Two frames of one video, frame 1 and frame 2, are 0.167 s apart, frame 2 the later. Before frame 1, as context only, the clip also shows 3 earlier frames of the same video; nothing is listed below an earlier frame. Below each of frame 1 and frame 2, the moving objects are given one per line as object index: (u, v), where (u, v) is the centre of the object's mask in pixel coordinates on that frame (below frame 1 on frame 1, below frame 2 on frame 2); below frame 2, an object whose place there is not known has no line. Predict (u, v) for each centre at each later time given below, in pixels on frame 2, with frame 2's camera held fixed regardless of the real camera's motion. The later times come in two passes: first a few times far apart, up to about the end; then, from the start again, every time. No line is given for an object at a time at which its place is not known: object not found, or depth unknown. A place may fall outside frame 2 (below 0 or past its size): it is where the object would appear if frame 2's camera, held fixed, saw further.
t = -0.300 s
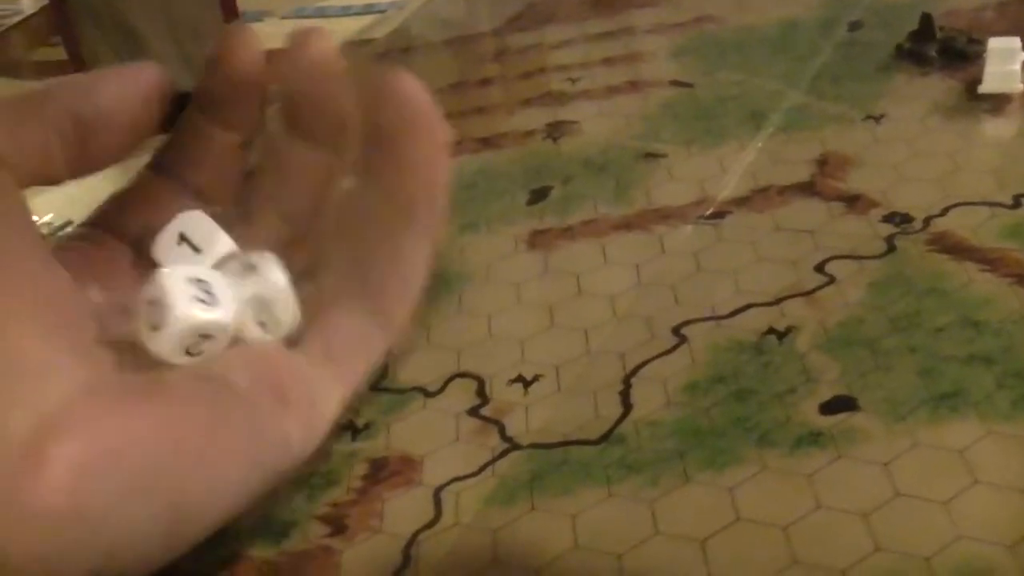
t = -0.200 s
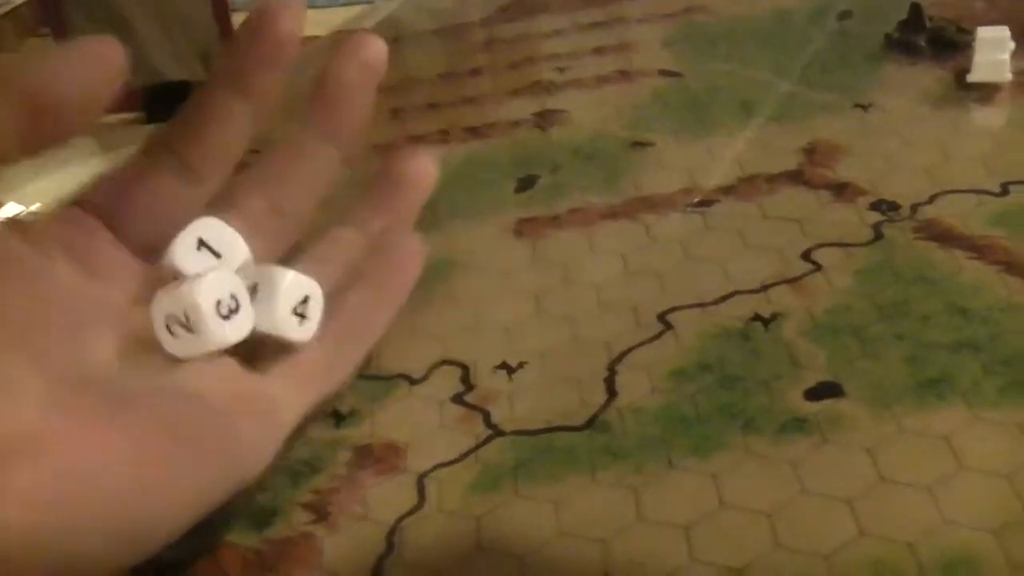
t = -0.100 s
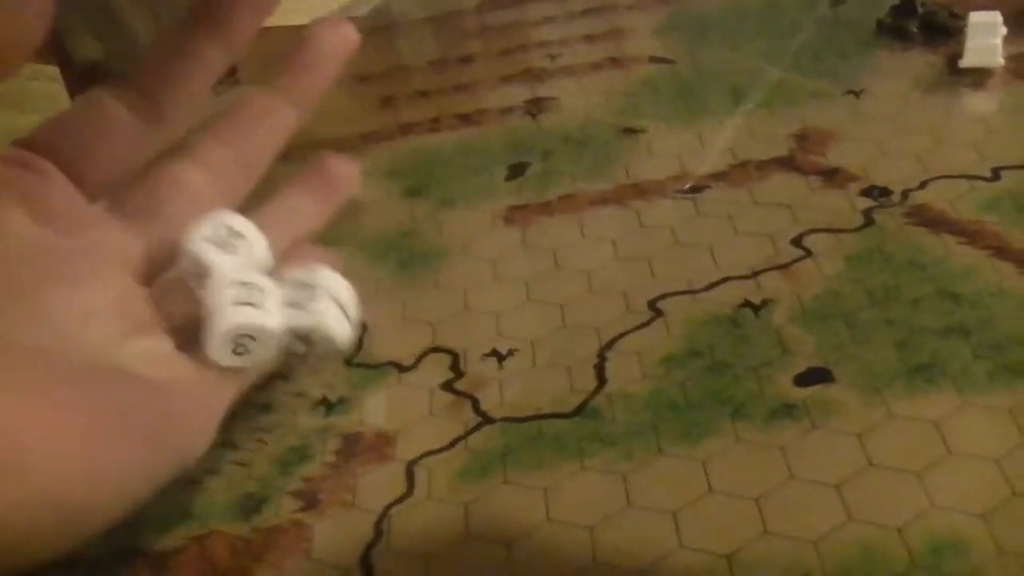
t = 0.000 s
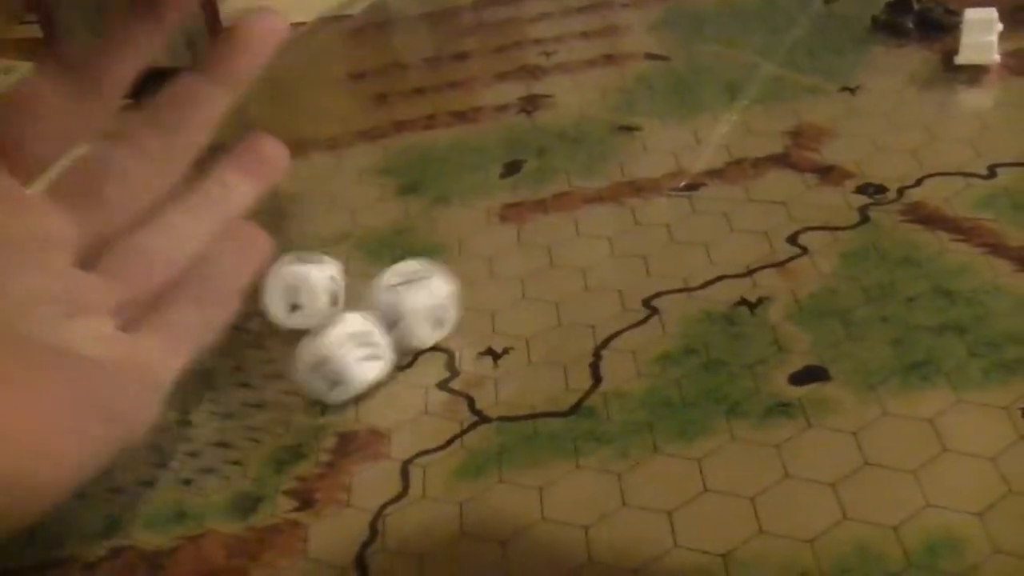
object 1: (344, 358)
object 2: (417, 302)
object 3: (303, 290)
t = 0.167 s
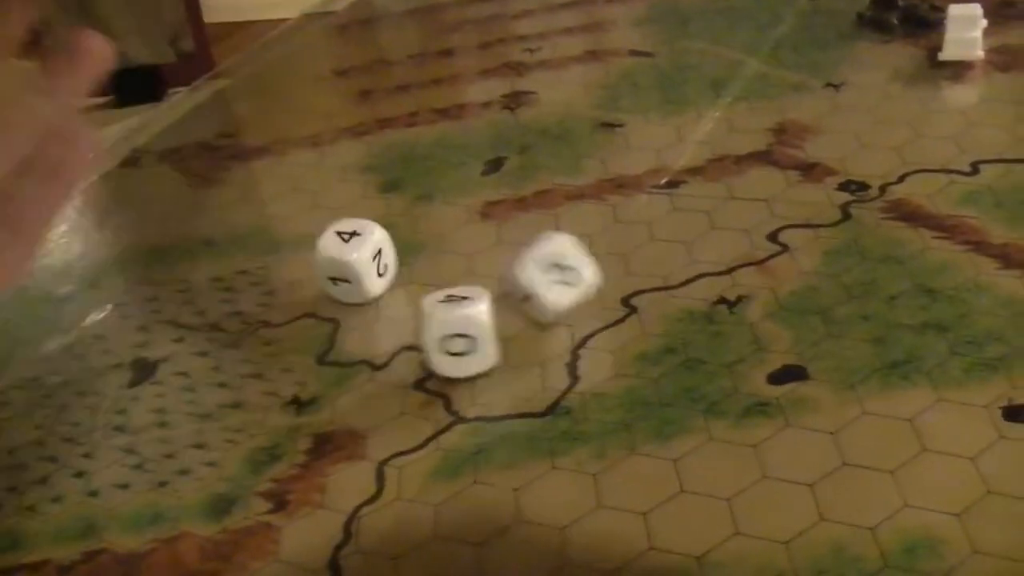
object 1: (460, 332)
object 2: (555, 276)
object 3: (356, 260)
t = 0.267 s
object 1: (489, 330)
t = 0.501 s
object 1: (489, 330)
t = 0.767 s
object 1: (489, 330)
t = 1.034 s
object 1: (488, 330)
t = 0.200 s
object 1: (480, 331)
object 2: (586, 282)
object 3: (367, 257)
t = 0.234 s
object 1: (487, 330)
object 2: (614, 280)
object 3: (371, 256)
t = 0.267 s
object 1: (489, 330)
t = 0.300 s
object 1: (489, 330)
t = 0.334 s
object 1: (489, 330)
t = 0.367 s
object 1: (489, 330)
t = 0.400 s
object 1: (490, 330)
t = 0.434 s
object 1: (489, 330)
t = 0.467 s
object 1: (488, 330)
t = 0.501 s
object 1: (489, 330)
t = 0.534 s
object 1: (489, 330)
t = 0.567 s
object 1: (489, 330)
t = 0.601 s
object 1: (488, 330)
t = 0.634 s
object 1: (489, 330)
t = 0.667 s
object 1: (489, 330)
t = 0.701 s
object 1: (490, 329)
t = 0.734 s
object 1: (489, 329)
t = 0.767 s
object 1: (489, 330)
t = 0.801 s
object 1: (489, 330)
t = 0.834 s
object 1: (489, 330)
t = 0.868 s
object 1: (488, 330)
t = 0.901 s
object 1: (488, 330)
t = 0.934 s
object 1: (488, 330)
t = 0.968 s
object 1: (488, 330)
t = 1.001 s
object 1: (488, 330)
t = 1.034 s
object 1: (488, 330)
